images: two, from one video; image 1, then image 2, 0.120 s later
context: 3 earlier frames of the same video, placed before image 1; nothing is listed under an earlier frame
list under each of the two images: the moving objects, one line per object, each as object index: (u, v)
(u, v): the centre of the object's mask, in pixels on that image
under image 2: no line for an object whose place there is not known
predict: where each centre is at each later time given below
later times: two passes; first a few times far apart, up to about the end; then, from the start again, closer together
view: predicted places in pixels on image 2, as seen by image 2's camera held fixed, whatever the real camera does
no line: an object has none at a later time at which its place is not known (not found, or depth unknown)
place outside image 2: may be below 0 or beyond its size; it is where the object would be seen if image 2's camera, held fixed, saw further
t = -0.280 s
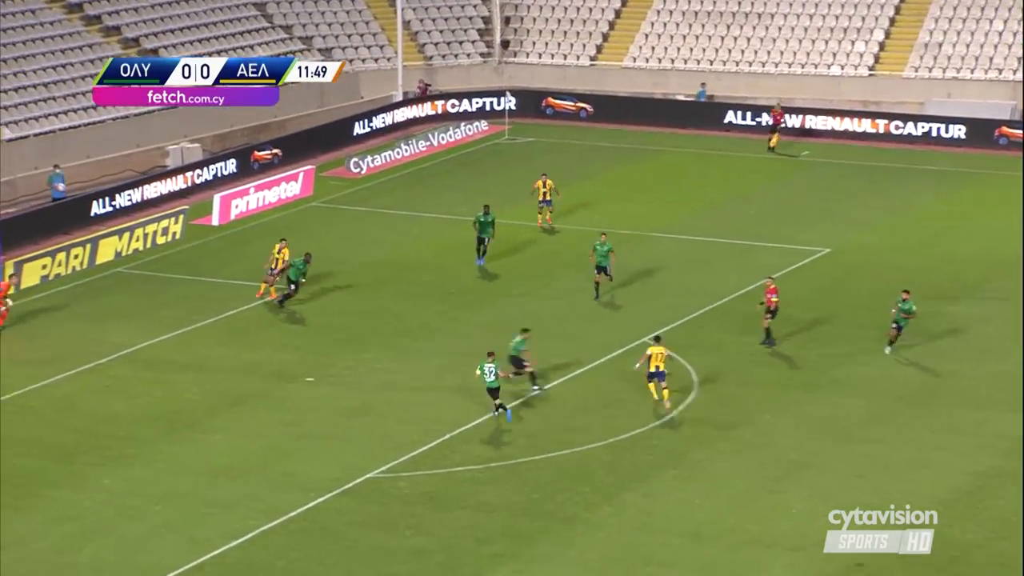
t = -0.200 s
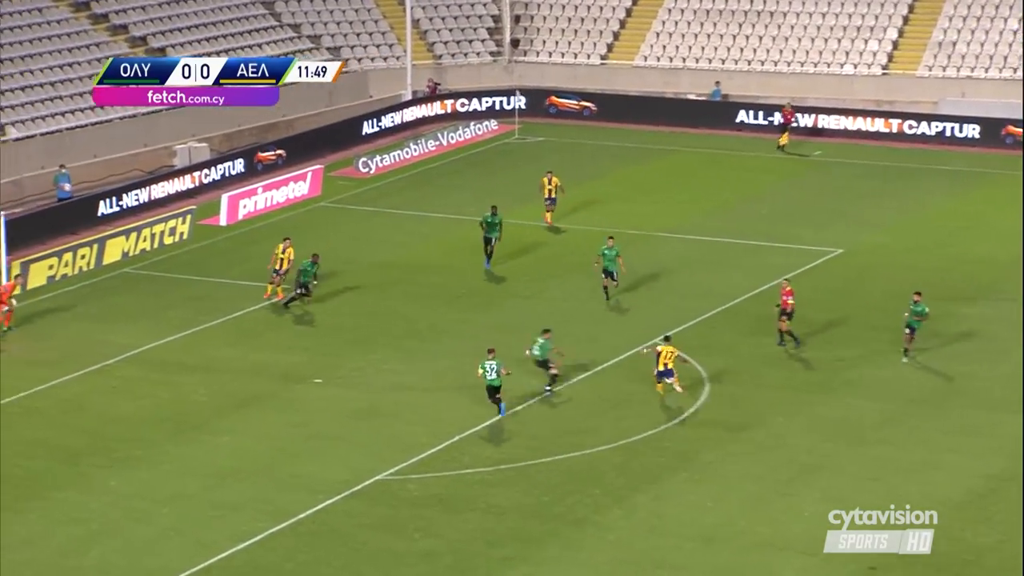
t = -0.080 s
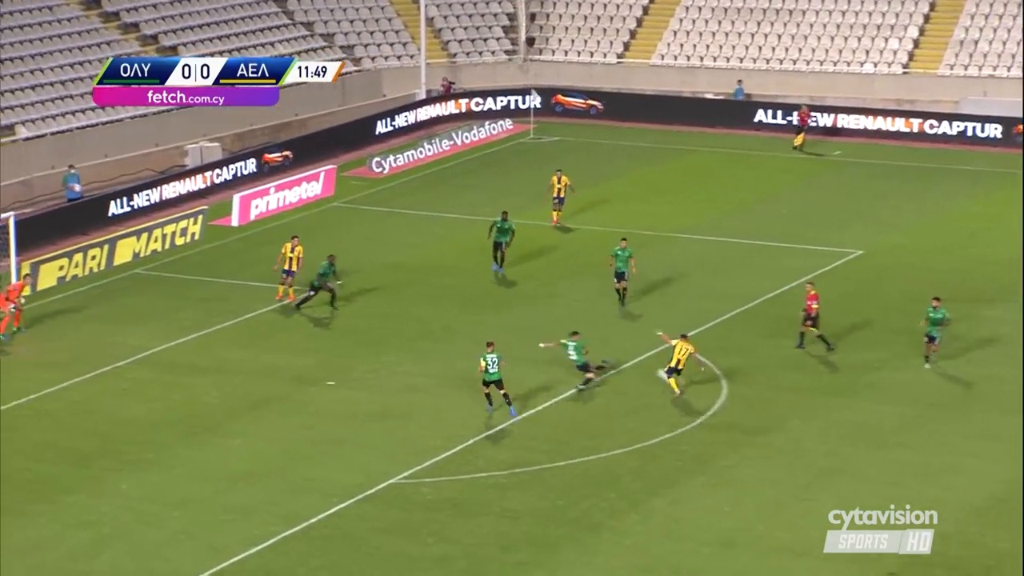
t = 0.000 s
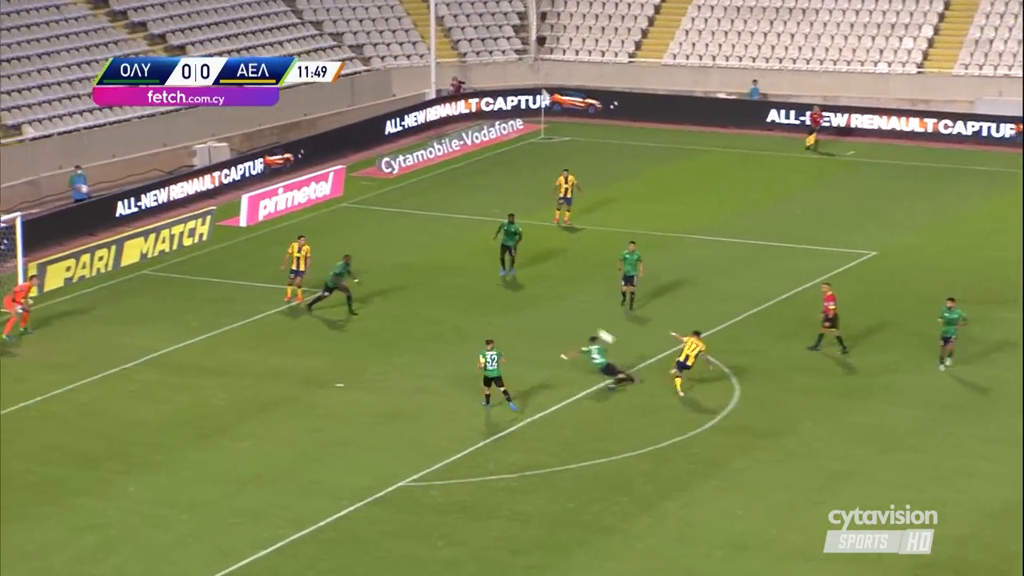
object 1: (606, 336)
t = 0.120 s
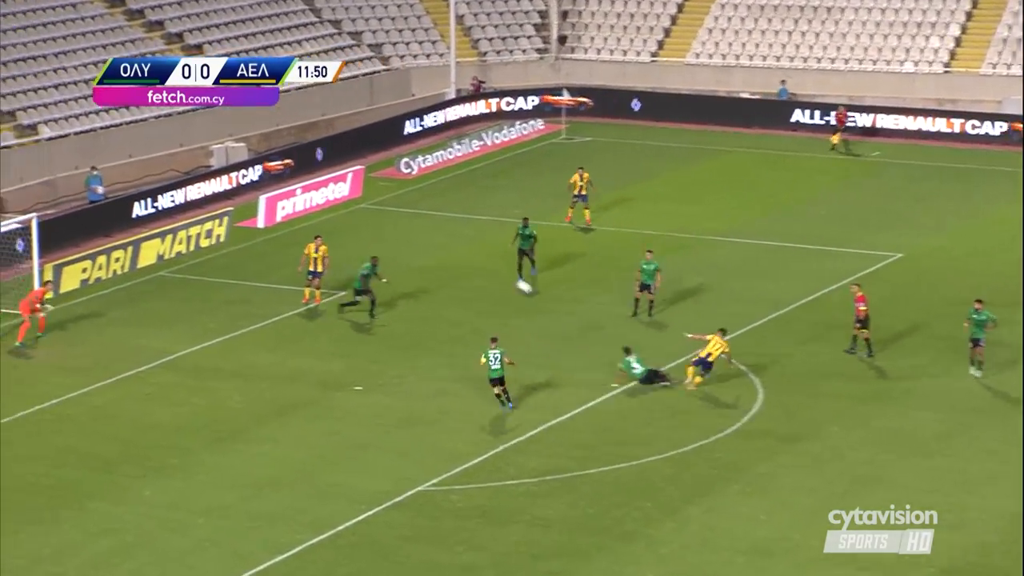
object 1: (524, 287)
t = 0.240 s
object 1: (427, 245)
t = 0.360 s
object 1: (336, 216)
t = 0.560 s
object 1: (191, 186)
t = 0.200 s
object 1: (458, 258)
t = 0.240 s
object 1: (427, 245)
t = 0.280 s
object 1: (396, 235)
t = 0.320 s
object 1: (365, 224)
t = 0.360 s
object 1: (336, 216)
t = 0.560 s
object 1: (191, 186)
